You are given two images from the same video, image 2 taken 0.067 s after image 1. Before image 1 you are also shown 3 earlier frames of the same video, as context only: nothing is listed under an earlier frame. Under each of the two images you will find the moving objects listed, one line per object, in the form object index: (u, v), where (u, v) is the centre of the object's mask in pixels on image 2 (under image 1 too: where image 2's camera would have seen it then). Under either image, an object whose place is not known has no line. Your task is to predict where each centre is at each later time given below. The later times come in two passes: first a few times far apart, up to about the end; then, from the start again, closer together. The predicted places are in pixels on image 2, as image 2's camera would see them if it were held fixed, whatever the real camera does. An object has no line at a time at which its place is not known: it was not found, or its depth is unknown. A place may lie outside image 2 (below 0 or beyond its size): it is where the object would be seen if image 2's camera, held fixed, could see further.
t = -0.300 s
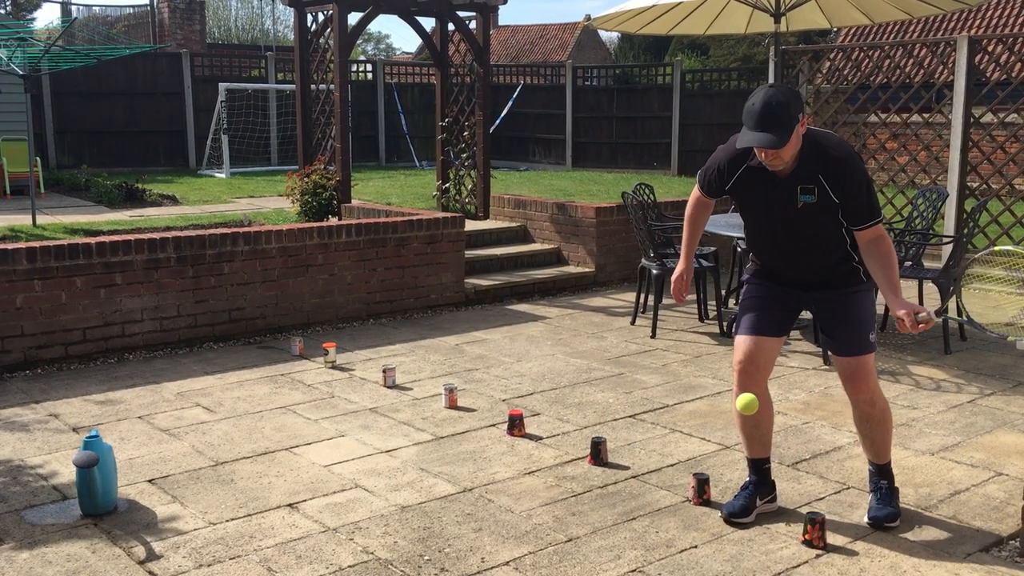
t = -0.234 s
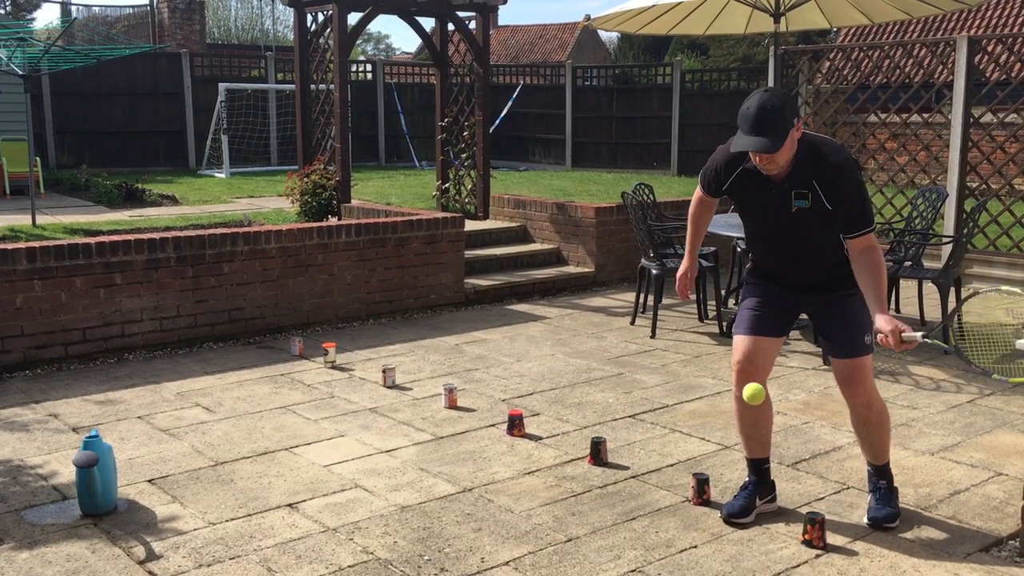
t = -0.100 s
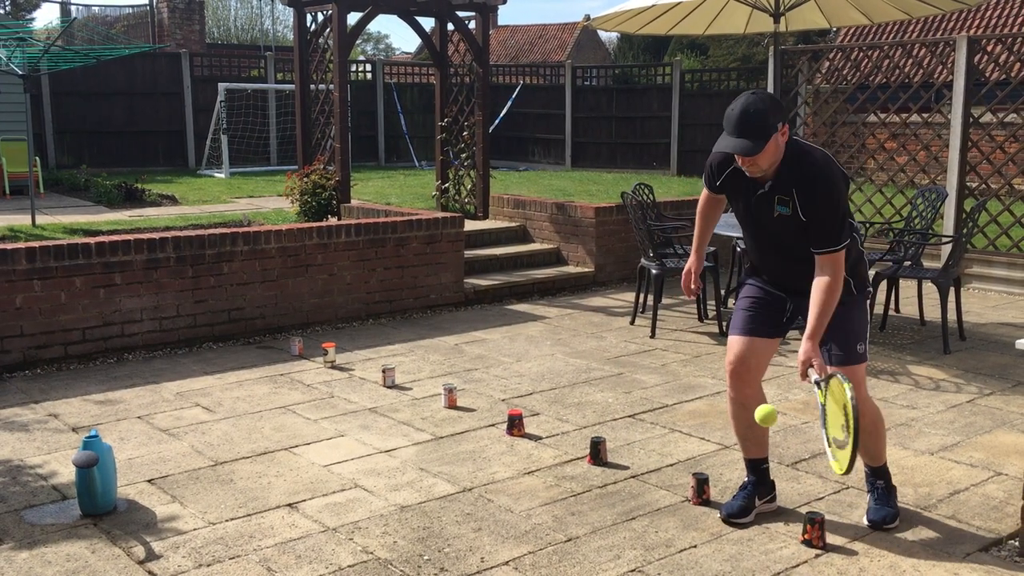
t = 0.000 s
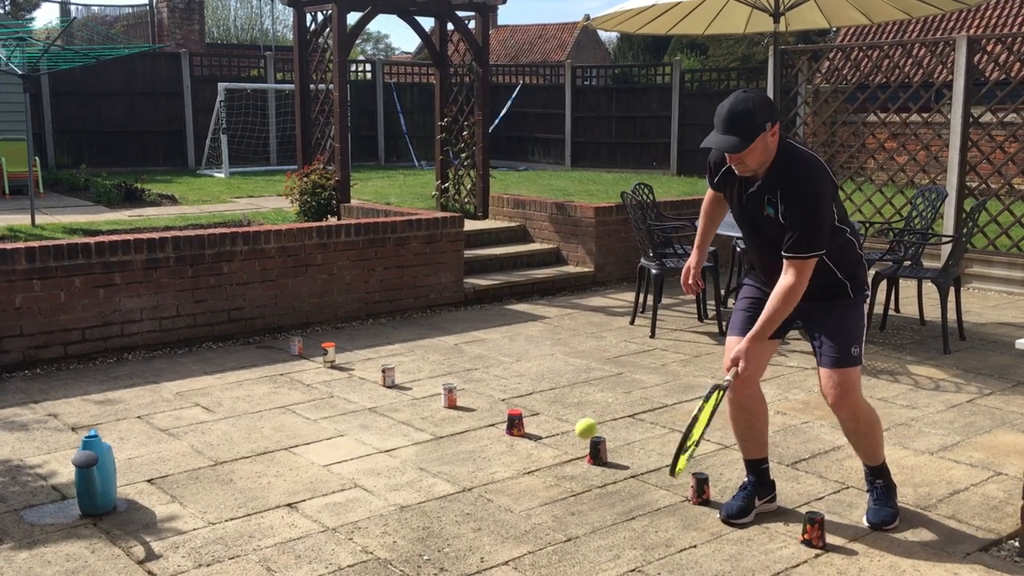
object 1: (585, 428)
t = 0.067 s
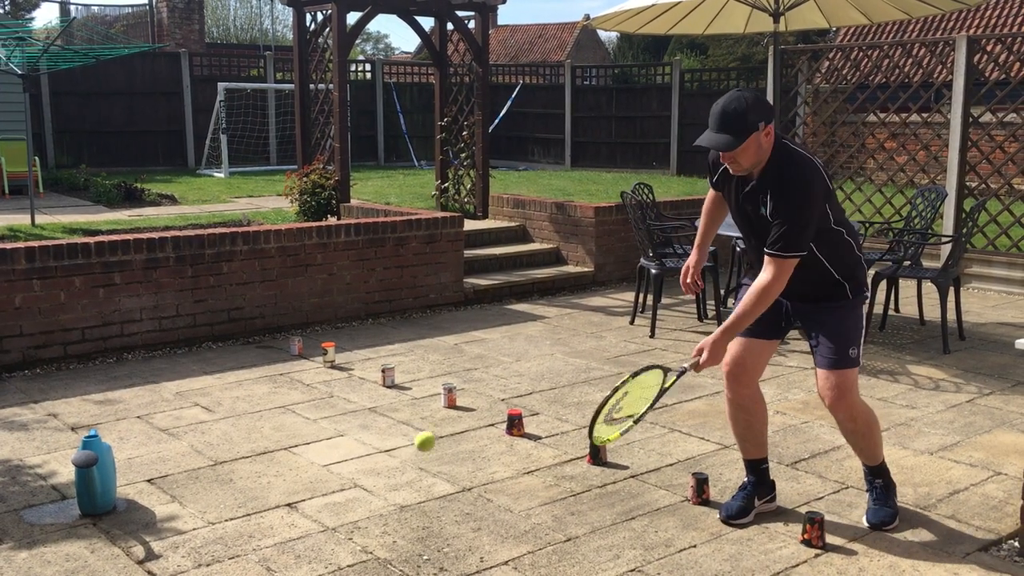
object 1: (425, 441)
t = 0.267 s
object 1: (122, 481)
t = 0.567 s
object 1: (243, 453)
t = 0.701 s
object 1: (315, 539)
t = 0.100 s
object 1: (350, 452)
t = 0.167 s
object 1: (212, 482)
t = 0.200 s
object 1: (148, 501)
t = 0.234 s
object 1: (112, 498)
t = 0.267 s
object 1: (122, 481)
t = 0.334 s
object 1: (145, 454)
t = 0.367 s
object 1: (157, 445)
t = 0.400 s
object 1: (170, 438)
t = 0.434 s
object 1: (183, 434)
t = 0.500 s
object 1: (211, 436)
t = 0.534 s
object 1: (227, 443)
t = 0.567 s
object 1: (243, 453)
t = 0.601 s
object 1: (260, 467)
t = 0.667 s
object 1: (296, 510)
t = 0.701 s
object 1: (315, 539)
